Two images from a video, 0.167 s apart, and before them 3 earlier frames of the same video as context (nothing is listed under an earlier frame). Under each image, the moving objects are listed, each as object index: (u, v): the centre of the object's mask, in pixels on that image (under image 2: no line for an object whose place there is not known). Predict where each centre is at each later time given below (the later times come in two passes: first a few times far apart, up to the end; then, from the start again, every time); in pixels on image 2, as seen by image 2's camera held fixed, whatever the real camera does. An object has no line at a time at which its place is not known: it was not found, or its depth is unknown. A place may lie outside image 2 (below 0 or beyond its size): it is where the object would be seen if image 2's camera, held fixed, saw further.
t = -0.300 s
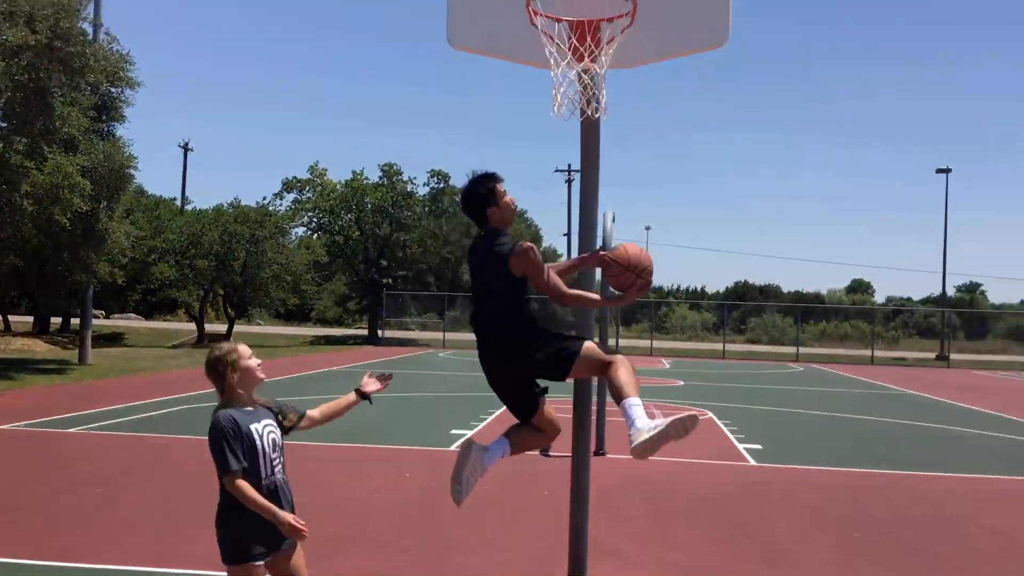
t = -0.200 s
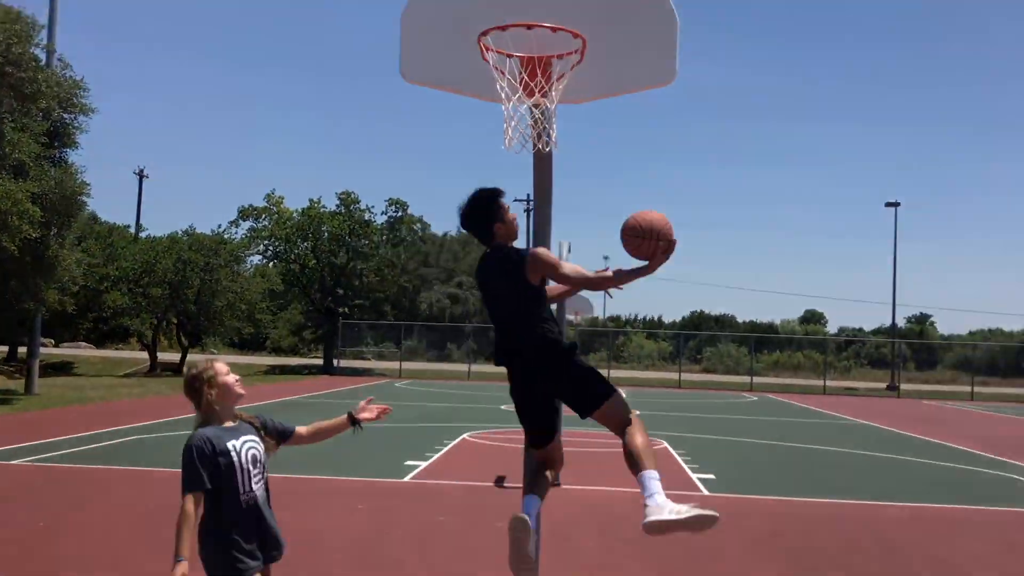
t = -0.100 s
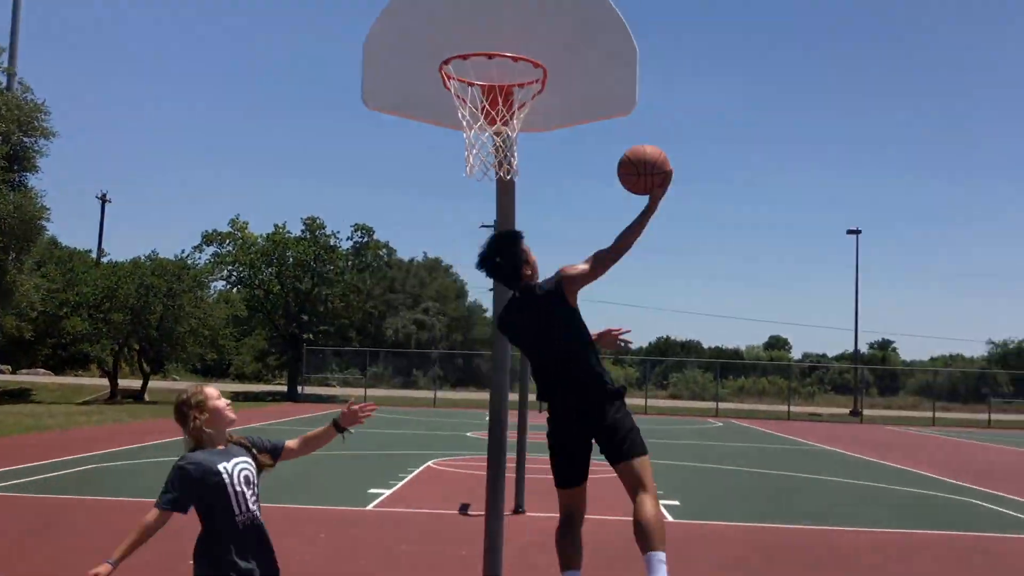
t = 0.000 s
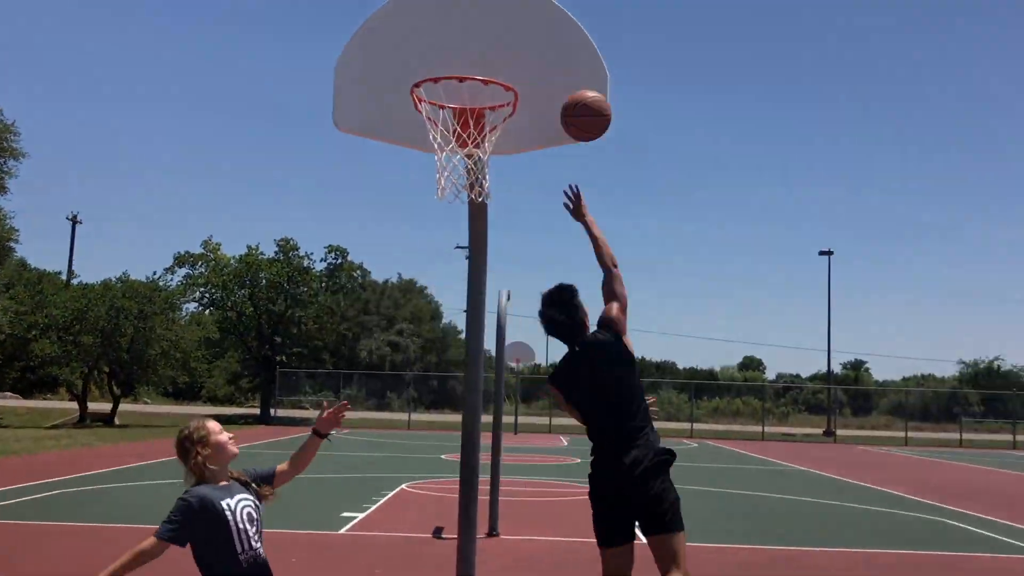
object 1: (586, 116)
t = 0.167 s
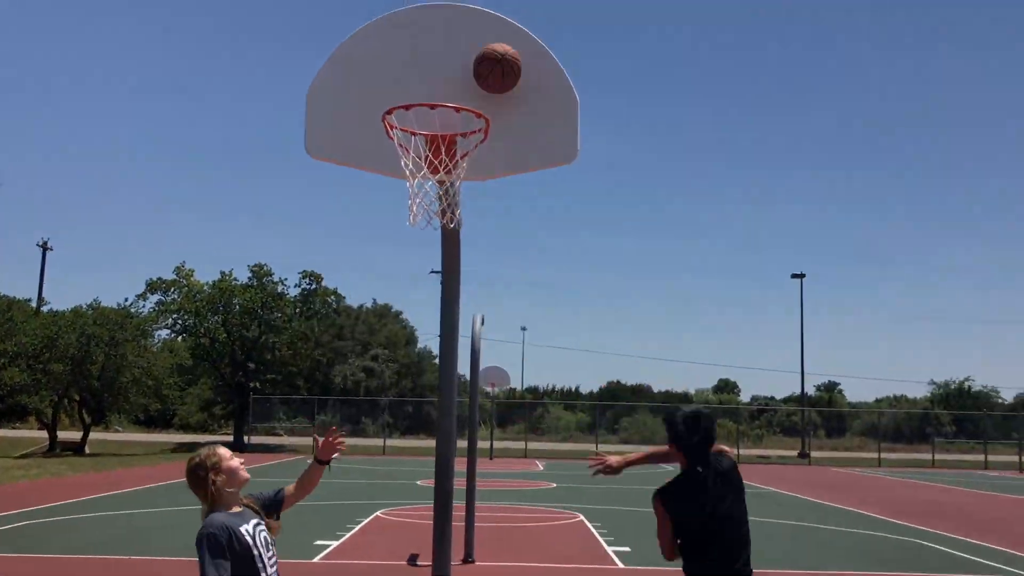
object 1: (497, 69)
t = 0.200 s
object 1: (486, 61)
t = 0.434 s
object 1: (423, 72)
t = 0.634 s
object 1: (415, 62)
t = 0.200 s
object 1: (486, 61)
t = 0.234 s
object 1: (476, 55)
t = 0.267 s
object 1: (467, 53)
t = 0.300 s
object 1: (459, 52)
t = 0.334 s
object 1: (450, 54)
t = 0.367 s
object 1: (441, 58)
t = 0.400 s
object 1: (432, 64)
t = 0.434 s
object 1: (423, 72)
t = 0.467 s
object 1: (413, 80)
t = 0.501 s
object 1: (404, 94)
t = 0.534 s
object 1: (403, 94)
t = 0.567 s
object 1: (407, 79)
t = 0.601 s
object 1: (411, 71)
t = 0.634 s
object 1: (415, 62)
